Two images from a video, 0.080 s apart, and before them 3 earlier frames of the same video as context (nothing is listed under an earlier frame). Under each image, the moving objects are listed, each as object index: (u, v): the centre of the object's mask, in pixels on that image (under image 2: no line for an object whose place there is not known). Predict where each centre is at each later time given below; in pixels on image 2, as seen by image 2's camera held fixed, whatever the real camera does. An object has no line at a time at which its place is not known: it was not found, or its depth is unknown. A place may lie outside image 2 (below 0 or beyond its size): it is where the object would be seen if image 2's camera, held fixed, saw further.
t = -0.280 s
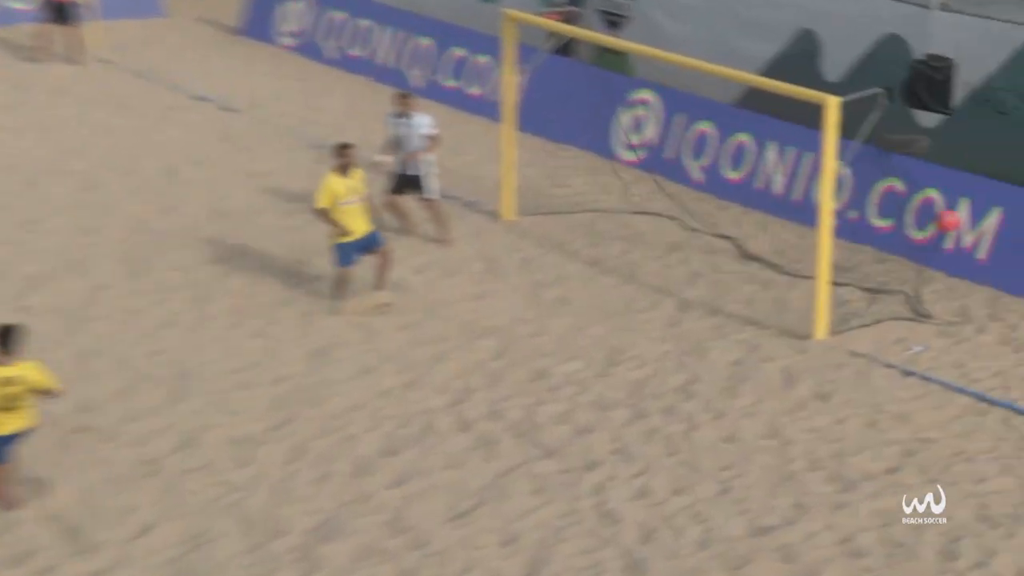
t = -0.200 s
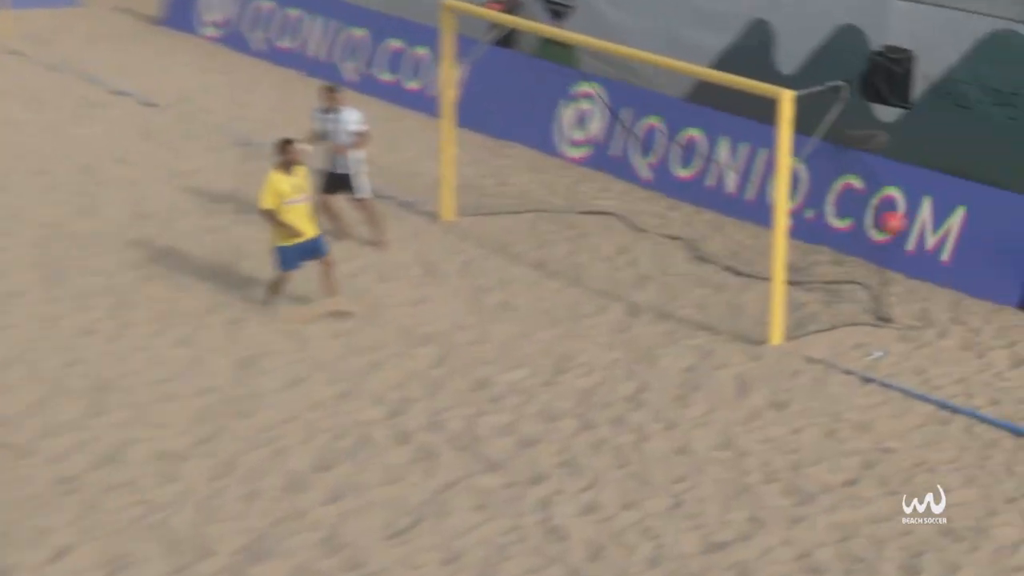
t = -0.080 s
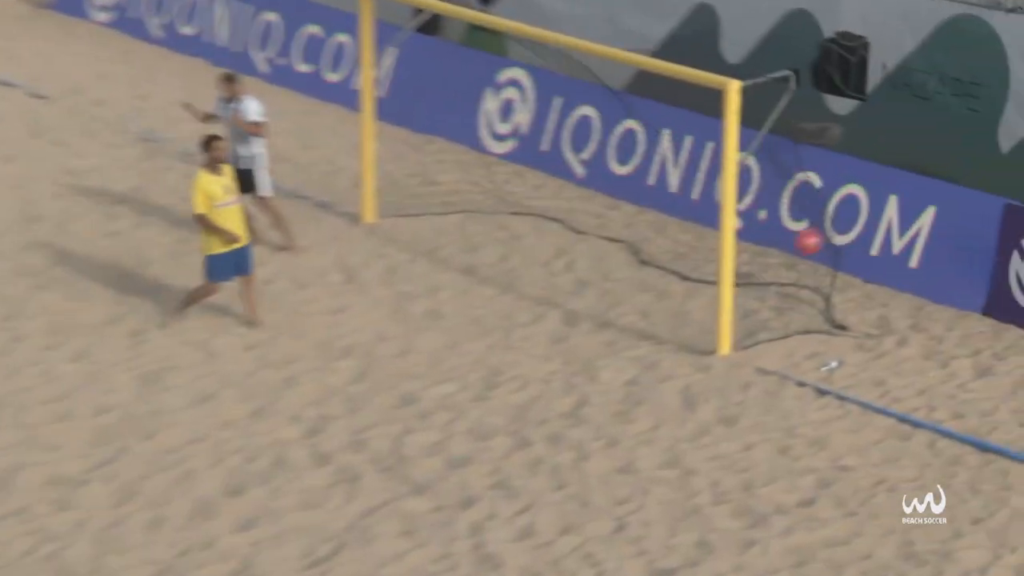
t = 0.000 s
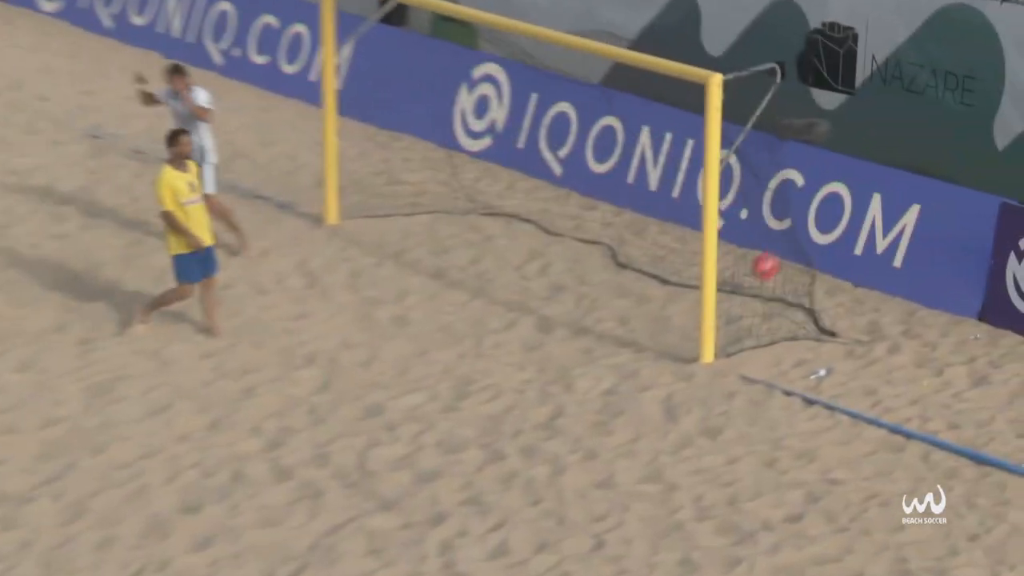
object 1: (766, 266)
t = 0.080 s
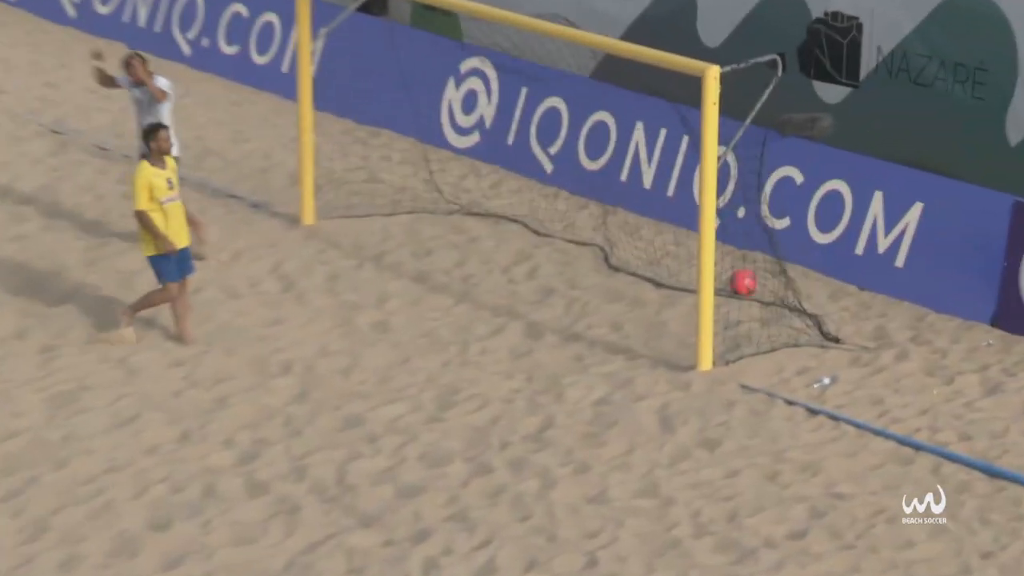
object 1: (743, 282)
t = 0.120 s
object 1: (736, 280)
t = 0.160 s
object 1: (730, 278)
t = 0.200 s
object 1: (726, 279)
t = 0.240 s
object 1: (722, 278)
